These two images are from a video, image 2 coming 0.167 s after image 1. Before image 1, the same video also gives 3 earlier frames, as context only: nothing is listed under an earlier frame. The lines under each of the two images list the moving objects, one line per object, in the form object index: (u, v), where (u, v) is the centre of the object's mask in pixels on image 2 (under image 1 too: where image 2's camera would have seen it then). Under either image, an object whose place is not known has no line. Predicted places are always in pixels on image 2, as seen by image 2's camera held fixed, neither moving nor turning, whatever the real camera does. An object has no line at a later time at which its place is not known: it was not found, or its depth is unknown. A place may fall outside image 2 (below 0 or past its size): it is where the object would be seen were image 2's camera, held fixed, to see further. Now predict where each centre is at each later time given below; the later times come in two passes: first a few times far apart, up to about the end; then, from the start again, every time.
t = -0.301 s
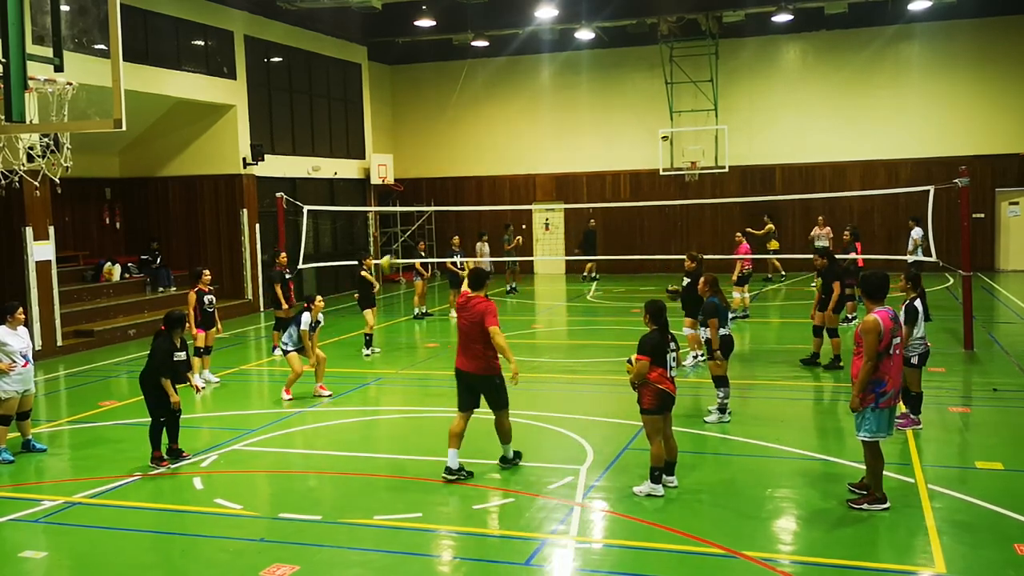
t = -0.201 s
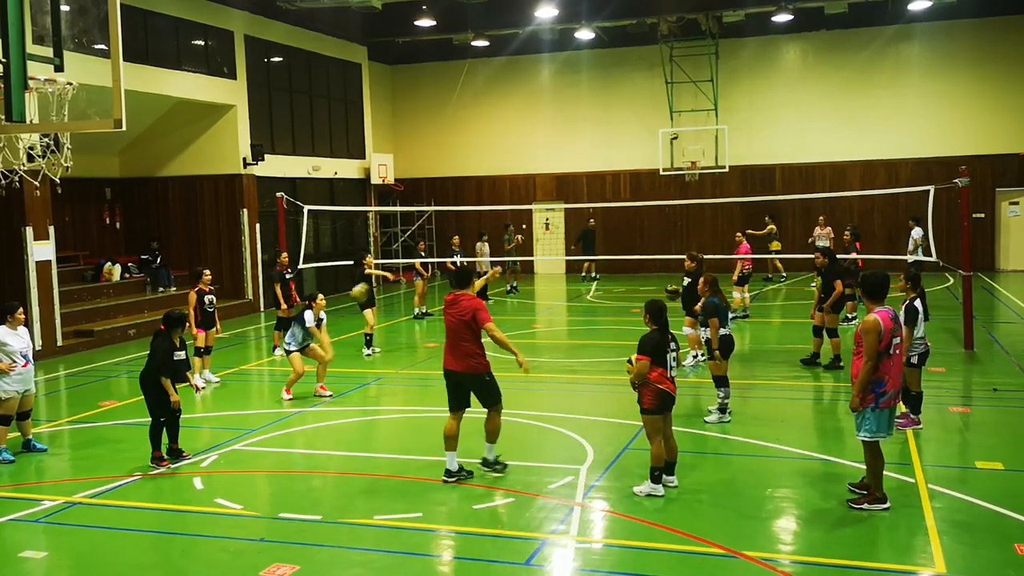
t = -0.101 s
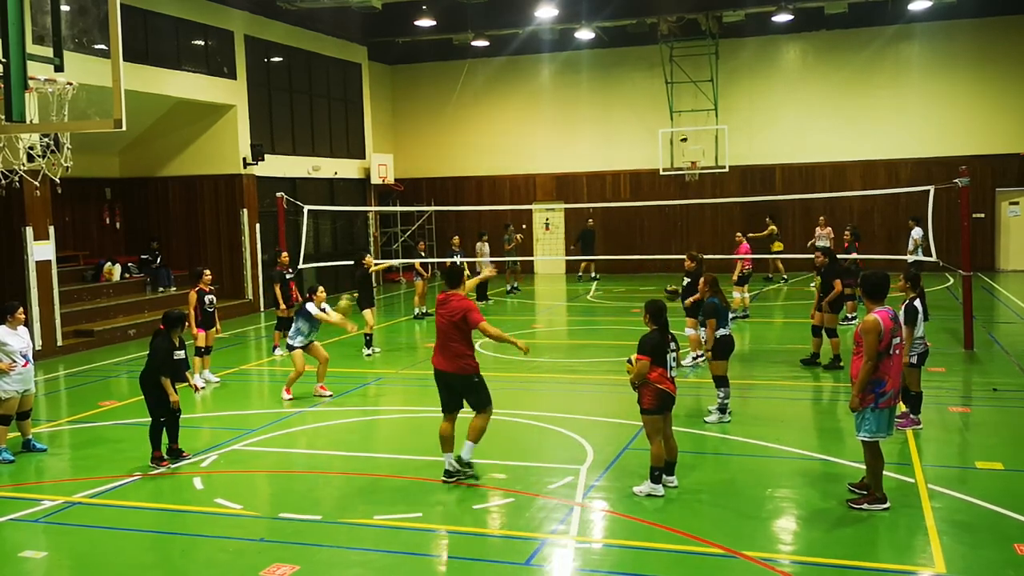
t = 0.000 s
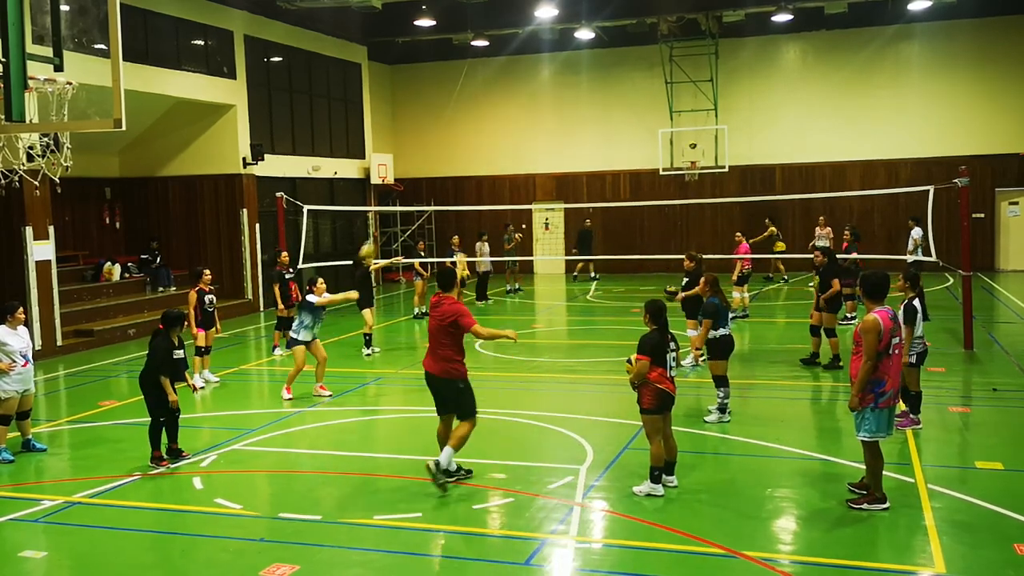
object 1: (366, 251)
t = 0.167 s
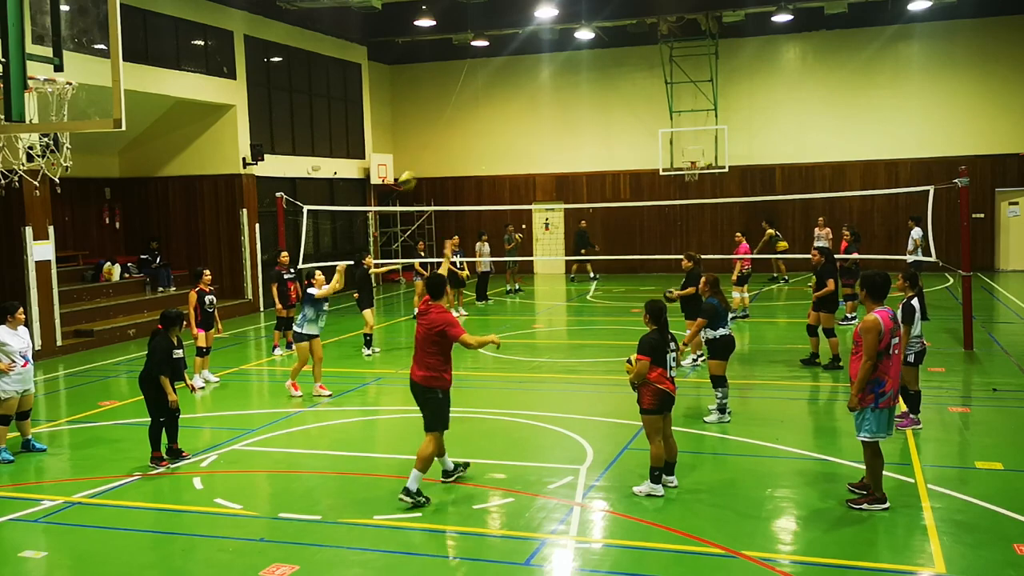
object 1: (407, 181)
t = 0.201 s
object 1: (415, 168)
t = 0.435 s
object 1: (470, 115)
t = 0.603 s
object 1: (511, 105)
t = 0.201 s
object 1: (415, 168)
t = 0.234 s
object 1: (423, 158)
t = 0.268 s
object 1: (431, 149)
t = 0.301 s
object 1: (439, 140)
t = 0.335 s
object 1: (446, 133)
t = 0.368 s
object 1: (455, 126)
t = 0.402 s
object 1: (463, 119)
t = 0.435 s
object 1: (470, 115)
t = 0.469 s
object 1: (478, 111)
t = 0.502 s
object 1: (486, 108)
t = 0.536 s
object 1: (495, 106)
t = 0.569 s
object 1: (502, 105)
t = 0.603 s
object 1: (511, 105)
